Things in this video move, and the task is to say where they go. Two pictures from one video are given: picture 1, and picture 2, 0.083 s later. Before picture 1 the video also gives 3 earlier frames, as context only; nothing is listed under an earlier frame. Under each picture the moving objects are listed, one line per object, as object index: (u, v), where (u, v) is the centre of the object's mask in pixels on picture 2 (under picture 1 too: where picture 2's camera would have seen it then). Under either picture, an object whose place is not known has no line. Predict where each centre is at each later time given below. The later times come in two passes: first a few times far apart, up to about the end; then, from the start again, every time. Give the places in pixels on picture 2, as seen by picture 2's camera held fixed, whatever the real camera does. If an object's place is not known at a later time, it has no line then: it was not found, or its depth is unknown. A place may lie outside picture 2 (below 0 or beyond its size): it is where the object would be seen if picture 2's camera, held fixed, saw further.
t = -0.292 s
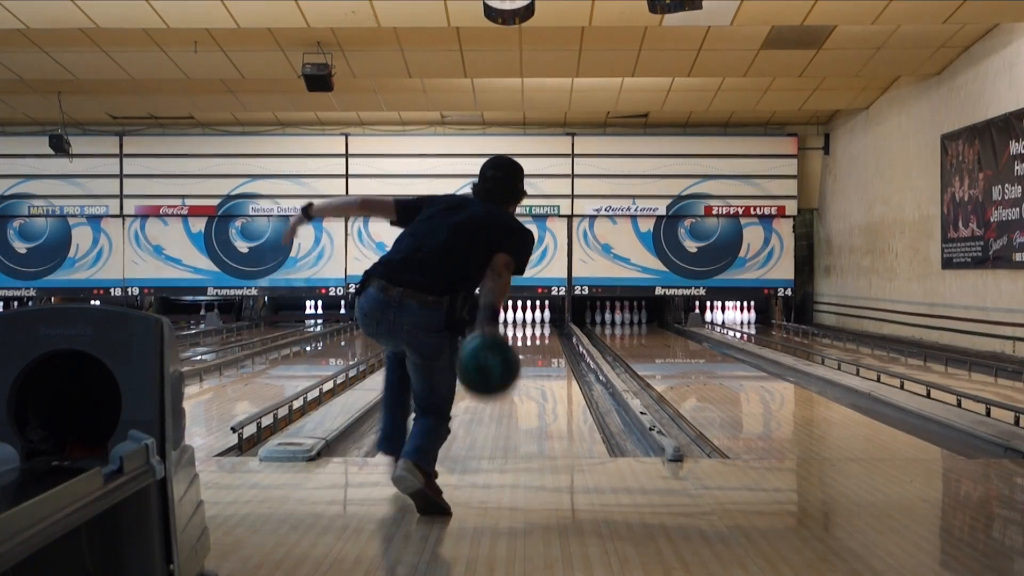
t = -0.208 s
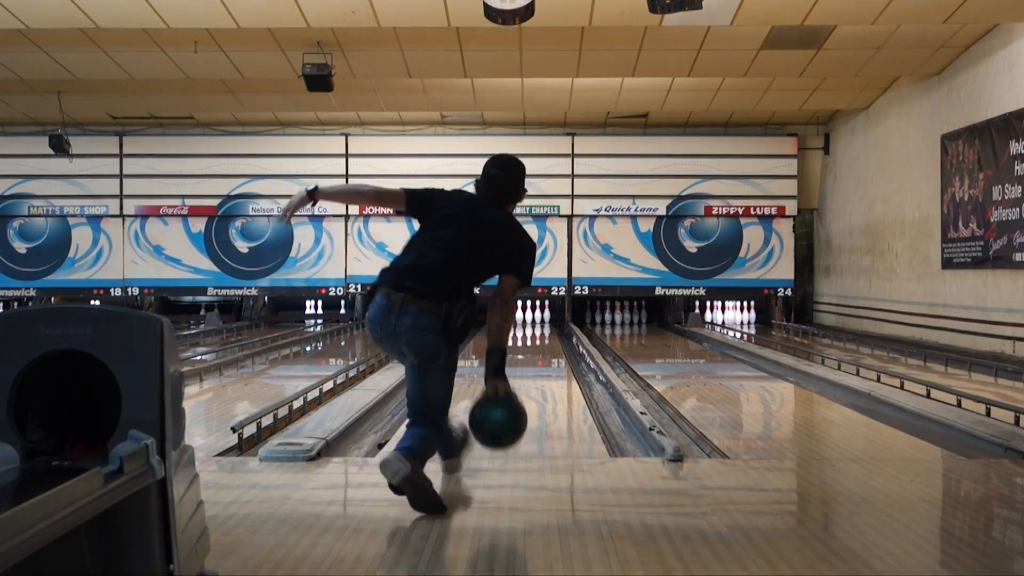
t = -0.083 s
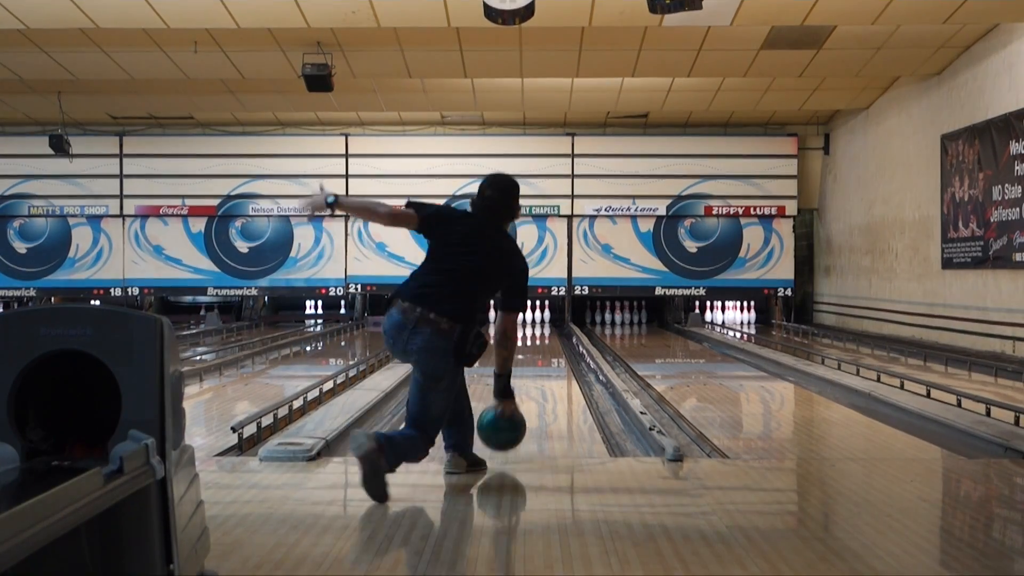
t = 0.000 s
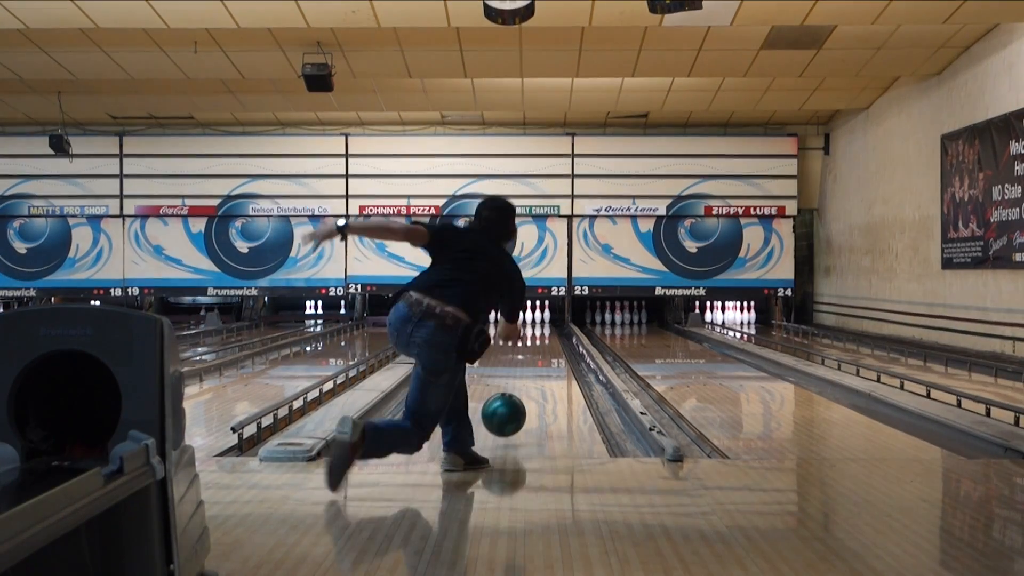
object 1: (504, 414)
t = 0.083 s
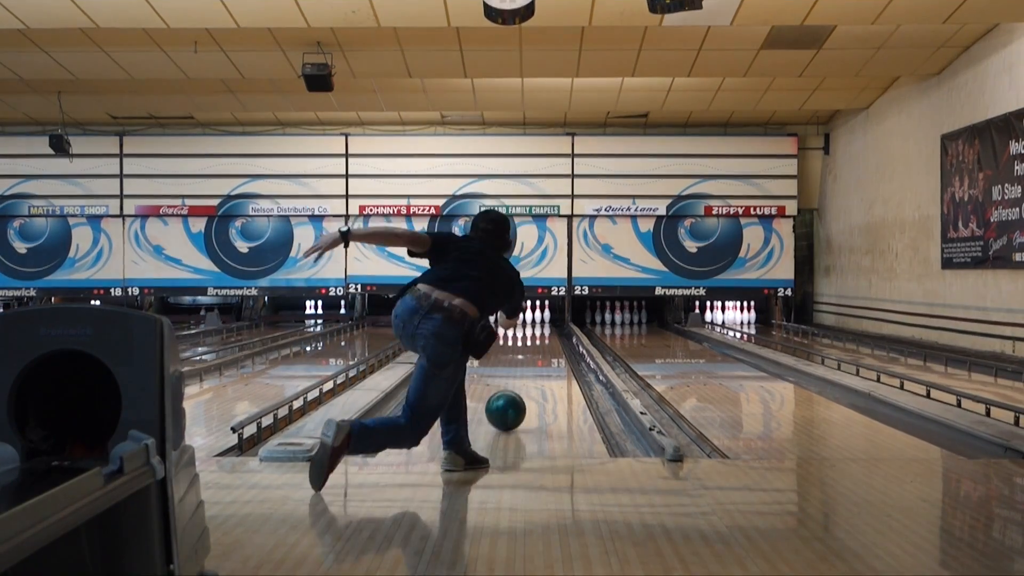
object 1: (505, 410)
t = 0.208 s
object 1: (508, 396)
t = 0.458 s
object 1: (511, 373)
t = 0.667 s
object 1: (513, 359)
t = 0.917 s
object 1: (515, 348)
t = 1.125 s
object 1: (516, 340)
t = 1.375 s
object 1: (517, 333)
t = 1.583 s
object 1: (518, 328)
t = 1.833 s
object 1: (519, 324)
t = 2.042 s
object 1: (519, 321)
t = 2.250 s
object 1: (520, 318)
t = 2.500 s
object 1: (520, 317)
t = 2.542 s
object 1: (521, 316)
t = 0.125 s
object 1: (506, 406)
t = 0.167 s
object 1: (507, 400)
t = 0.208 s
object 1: (508, 396)
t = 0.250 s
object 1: (508, 391)
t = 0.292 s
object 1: (509, 387)
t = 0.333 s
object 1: (510, 382)
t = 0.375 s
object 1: (510, 379)
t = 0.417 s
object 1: (511, 375)
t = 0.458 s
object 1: (511, 373)
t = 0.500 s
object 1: (512, 369)
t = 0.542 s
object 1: (512, 367)
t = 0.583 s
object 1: (513, 364)
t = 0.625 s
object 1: (513, 362)
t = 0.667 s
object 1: (513, 359)
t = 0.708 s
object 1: (514, 358)
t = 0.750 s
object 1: (514, 355)
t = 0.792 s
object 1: (514, 354)
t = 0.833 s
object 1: (515, 352)
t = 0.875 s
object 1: (515, 350)
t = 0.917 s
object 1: (515, 348)
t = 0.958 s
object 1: (515, 346)
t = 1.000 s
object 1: (516, 344)
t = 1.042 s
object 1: (516, 343)
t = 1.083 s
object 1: (516, 342)
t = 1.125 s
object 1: (516, 340)
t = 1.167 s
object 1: (517, 339)
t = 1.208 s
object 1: (517, 338)
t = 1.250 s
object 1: (517, 336)
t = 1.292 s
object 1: (517, 335)
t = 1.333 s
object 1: (517, 334)
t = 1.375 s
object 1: (517, 333)
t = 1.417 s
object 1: (518, 332)
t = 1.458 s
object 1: (517, 331)
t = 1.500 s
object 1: (518, 330)
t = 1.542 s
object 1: (518, 329)
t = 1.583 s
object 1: (518, 328)
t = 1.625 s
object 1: (518, 327)
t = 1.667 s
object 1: (519, 326)
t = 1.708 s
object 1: (519, 326)
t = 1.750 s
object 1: (519, 325)
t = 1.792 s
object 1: (519, 324)
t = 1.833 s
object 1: (519, 324)
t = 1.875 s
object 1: (519, 323)
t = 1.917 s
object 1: (519, 322)
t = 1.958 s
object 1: (519, 322)
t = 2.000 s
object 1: (519, 322)
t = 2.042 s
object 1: (519, 321)
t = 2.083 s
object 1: (519, 321)
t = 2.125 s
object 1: (520, 320)
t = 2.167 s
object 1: (520, 320)
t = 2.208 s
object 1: (520, 319)
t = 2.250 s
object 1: (520, 318)
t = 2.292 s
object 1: (520, 318)
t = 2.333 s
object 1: (520, 317)
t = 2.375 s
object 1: (520, 316)
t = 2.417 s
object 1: (519, 317)
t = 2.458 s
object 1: (519, 317)
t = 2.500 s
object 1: (520, 317)
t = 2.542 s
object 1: (521, 316)
